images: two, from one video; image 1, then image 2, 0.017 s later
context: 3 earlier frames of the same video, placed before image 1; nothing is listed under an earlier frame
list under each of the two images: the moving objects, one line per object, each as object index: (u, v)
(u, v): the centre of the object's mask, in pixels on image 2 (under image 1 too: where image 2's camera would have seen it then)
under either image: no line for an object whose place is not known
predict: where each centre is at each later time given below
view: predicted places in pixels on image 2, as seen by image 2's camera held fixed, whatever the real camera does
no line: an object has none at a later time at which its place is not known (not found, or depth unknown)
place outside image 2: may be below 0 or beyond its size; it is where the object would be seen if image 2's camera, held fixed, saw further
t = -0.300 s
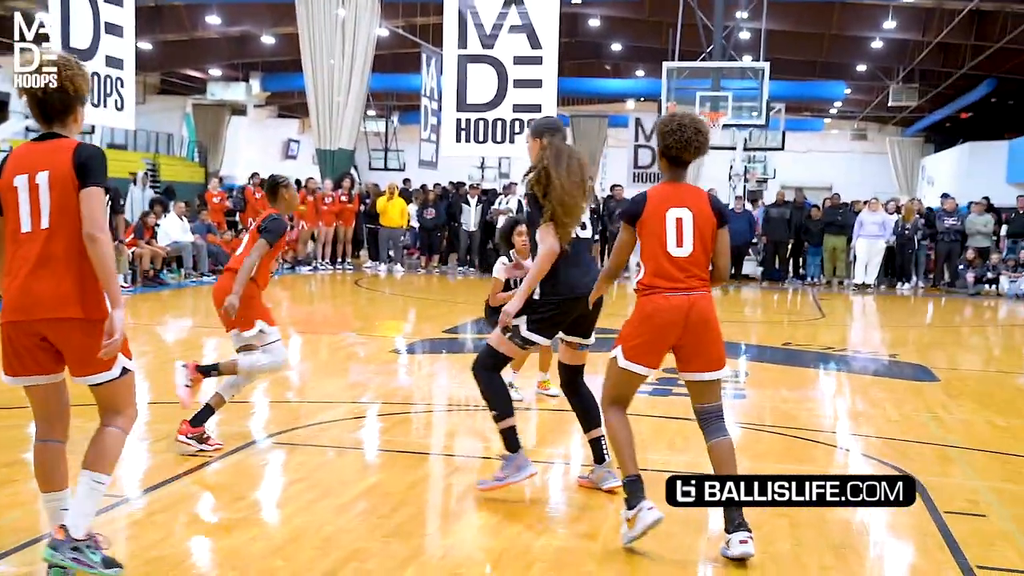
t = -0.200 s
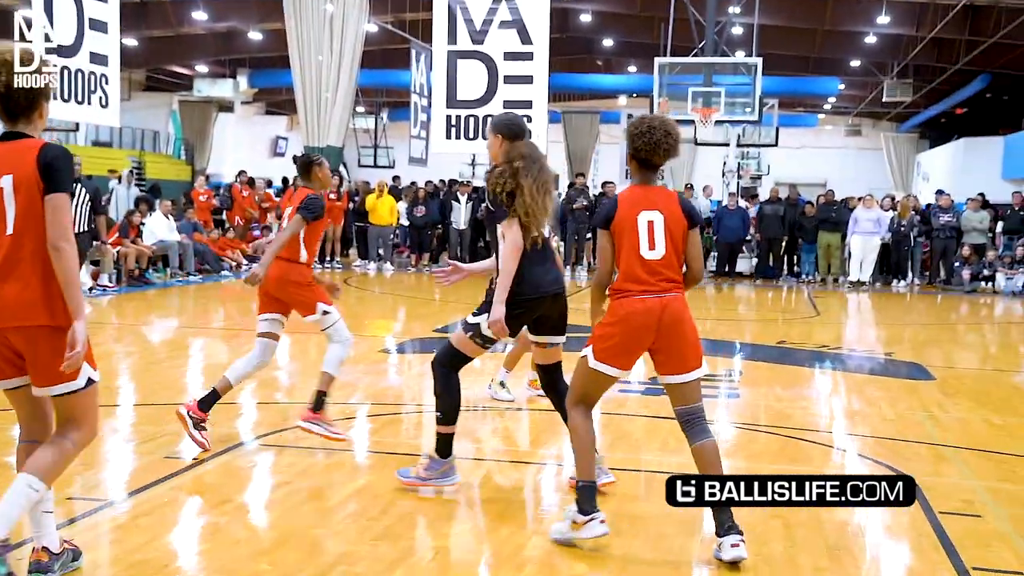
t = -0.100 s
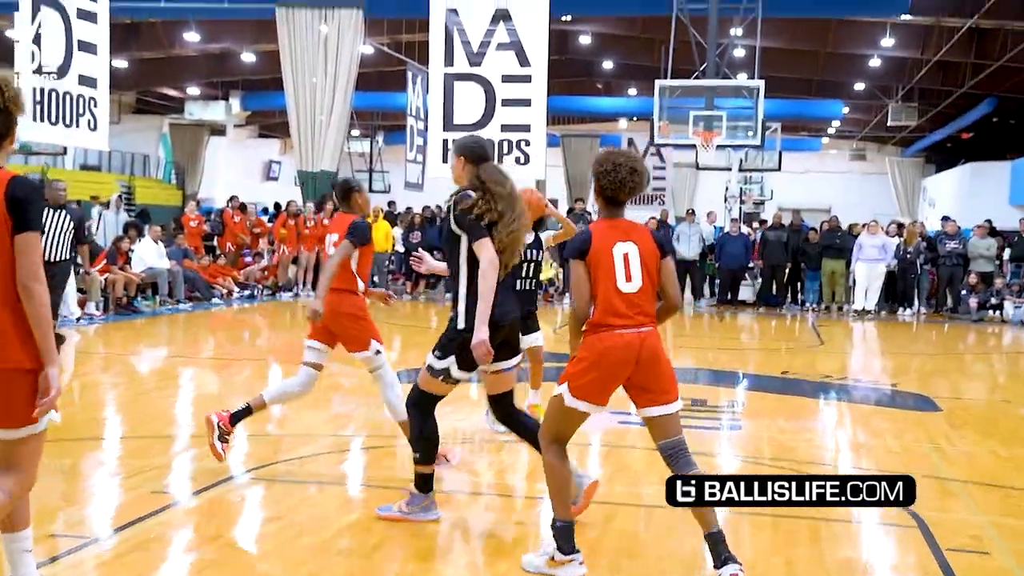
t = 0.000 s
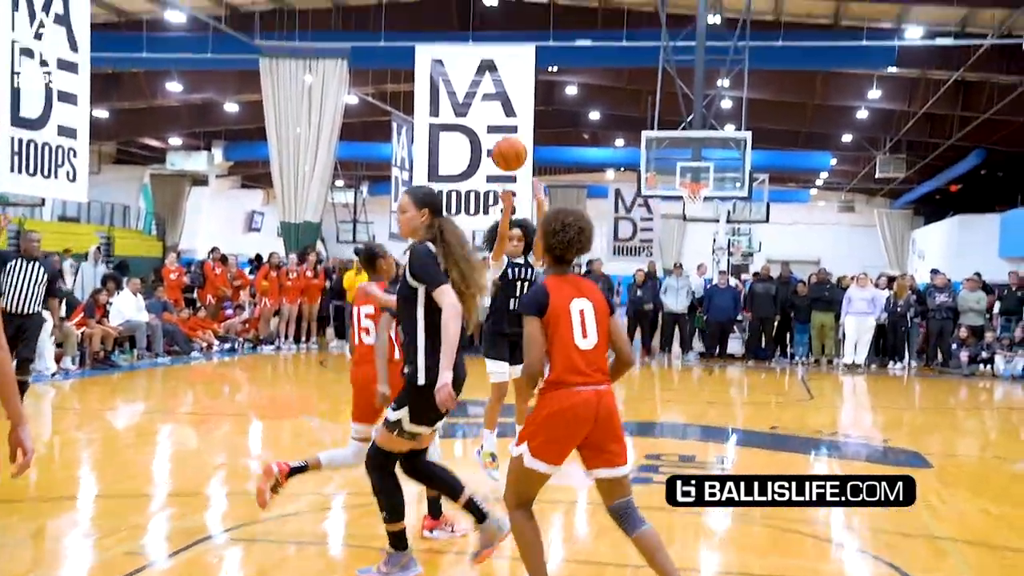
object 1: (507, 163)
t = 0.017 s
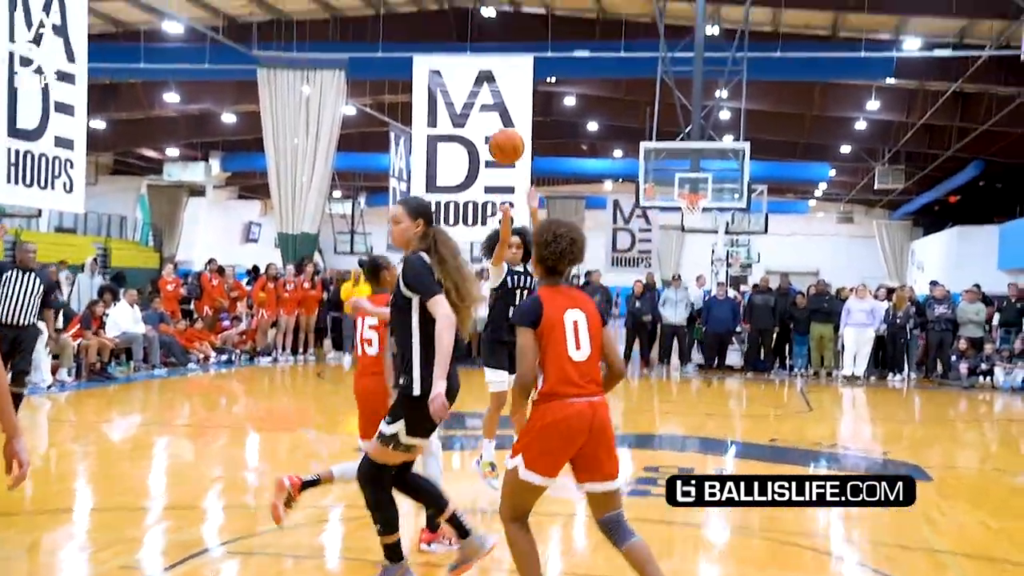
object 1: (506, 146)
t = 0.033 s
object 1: (506, 129)
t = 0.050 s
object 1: (505, 112)
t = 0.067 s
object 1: (504, 94)
